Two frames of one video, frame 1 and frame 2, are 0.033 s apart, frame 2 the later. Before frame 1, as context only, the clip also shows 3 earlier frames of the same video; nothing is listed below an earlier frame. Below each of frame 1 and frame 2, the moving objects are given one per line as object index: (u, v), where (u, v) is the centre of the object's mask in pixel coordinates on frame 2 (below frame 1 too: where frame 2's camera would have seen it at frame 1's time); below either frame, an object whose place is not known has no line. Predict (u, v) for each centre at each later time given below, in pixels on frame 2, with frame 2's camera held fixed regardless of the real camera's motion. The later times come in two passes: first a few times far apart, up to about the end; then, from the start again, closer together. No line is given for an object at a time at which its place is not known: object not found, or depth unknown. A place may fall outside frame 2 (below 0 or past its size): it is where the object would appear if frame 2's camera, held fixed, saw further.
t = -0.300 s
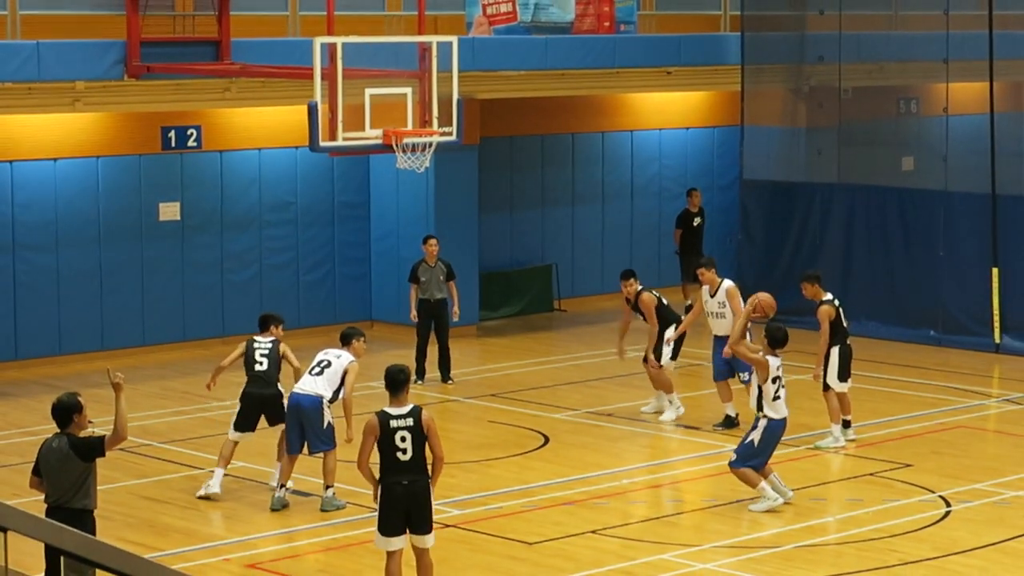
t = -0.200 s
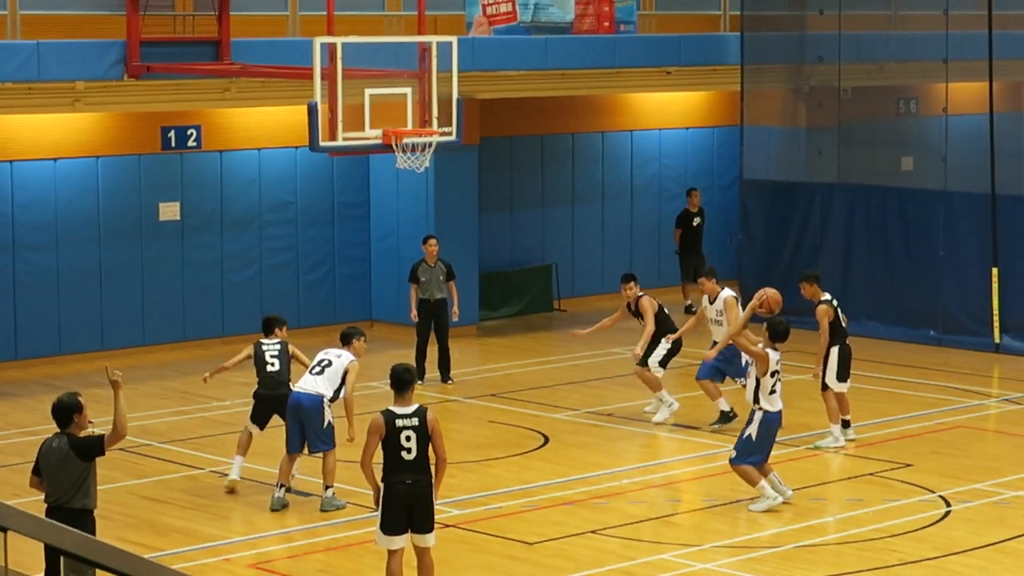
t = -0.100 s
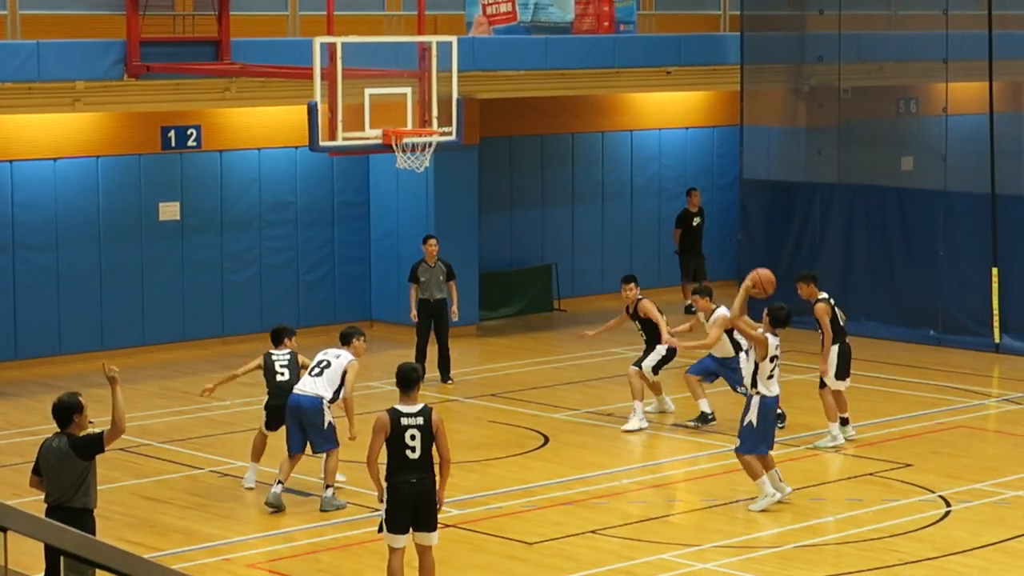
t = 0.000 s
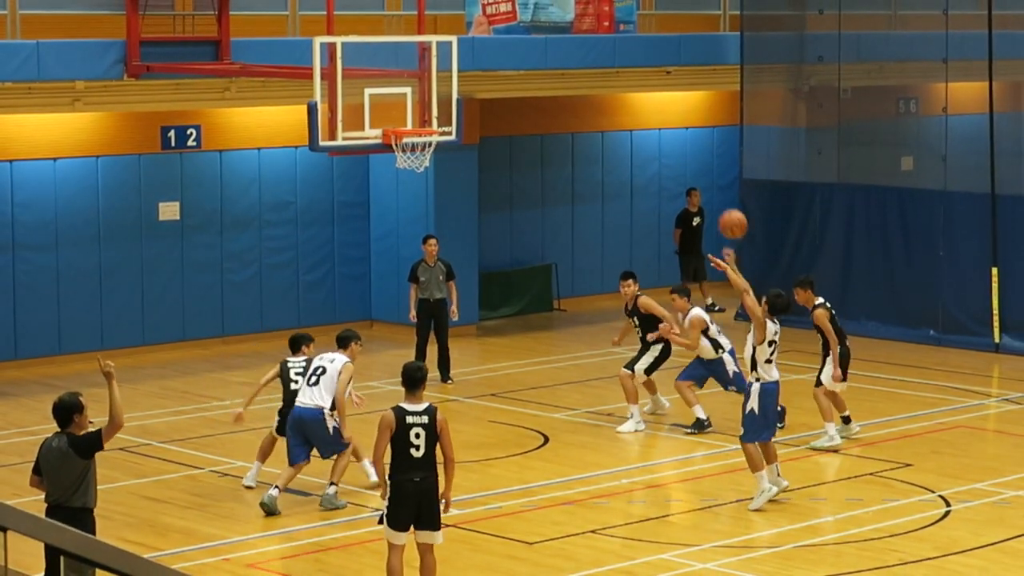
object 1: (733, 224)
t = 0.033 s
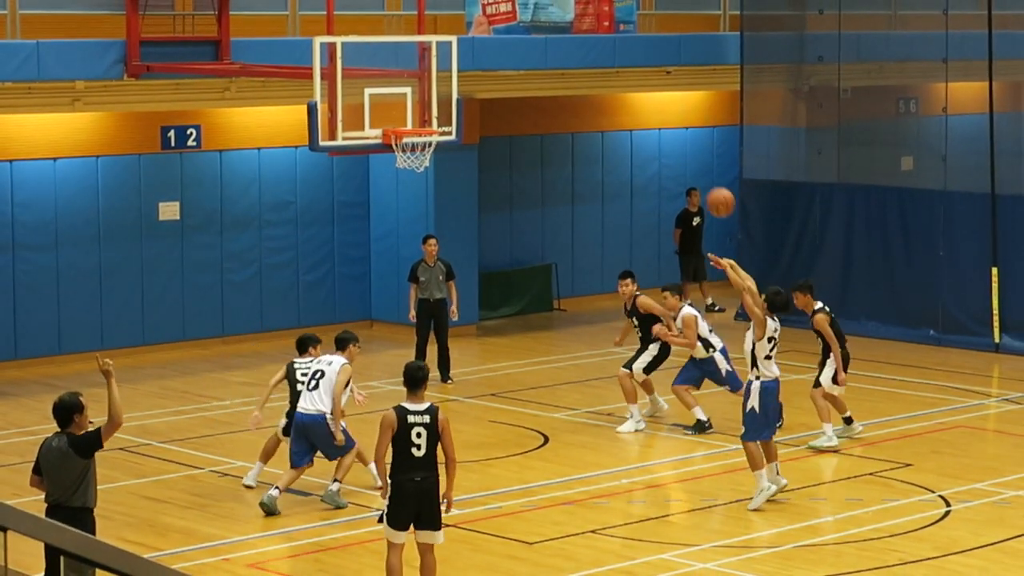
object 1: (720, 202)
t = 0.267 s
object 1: (637, 90)
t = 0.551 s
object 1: (545, 42)
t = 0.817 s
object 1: (466, 75)
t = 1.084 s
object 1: (387, 112)
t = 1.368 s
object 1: (369, 129)
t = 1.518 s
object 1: (361, 172)
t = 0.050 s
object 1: (714, 192)
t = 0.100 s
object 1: (696, 163)
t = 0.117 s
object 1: (690, 154)
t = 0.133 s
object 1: (684, 145)
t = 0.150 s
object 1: (678, 138)
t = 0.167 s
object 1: (672, 130)
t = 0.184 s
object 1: (666, 122)
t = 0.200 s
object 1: (660, 115)
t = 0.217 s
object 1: (654, 108)
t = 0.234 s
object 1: (648, 102)
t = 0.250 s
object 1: (643, 96)
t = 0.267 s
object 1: (637, 90)
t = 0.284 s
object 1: (631, 84)
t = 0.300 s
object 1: (625, 79)
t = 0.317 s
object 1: (620, 74)
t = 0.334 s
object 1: (614, 70)
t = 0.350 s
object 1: (609, 66)
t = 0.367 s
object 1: (604, 62)
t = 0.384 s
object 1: (598, 58)
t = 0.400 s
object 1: (592, 55)
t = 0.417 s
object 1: (587, 52)
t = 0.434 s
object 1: (582, 50)
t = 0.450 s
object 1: (576, 48)
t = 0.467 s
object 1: (571, 46)
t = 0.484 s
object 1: (566, 45)
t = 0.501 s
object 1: (561, 44)
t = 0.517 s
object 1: (555, 42)
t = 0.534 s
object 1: (550, 42)
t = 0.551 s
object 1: (545, 42)
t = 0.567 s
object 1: (540, 41)
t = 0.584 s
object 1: (535, 42)
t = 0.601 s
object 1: (530, 42)
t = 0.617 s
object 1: (525, 43)
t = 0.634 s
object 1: (520, 44)
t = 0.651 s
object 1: (515, 46)
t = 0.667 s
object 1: (510, 48)
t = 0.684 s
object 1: (505, 50)
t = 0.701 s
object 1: (500, 51)
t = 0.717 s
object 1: (495, 54)
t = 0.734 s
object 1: (490, 57)
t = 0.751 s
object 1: (485, 59)
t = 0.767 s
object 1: (481, 63)
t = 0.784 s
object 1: (475, 66)
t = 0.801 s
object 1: (471, 71)
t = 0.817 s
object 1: (466, 75)
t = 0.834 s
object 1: (461, 79)
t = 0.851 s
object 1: (456, 84)
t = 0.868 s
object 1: (452, 88)
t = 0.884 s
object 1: (448, 94)
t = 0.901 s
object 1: (443, 99)
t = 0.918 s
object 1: (438, 105)
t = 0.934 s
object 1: (433, 112)
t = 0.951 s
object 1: (430, 117)
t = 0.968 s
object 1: (425, 120)
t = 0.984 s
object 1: (420, 119)
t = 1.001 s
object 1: (414, 117)
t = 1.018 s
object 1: (408, 116)
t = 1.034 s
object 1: (403, 115)
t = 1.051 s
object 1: (398, 115)
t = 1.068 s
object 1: (392, 112)
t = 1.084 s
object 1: (387, 112)
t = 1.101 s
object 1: (383, 111)
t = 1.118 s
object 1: (381, 110)
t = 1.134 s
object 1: (381, 111)
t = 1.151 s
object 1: (380, 111)
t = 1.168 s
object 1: (379, 110)
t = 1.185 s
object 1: (378, 109)
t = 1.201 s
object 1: (377, 110)
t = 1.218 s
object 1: (376, 110)
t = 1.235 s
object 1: (376, 111)
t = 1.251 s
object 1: (375, 112)
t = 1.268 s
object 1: (374, 114)
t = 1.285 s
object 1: (373, 116)
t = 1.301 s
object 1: (372, 118)
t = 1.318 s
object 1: (371, 120)
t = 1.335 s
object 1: (370, 123)
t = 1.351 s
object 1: (369, 126)
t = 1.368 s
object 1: (369, 129)
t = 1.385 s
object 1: (368, 133)
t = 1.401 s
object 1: (367, 138)
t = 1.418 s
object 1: (366, 142)
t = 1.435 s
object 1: (365, 146)
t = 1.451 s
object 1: (364, 150)
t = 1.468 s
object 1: (364, 156)
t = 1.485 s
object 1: (363, 161)
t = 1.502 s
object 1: (361, 167)
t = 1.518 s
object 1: (361, 172)
